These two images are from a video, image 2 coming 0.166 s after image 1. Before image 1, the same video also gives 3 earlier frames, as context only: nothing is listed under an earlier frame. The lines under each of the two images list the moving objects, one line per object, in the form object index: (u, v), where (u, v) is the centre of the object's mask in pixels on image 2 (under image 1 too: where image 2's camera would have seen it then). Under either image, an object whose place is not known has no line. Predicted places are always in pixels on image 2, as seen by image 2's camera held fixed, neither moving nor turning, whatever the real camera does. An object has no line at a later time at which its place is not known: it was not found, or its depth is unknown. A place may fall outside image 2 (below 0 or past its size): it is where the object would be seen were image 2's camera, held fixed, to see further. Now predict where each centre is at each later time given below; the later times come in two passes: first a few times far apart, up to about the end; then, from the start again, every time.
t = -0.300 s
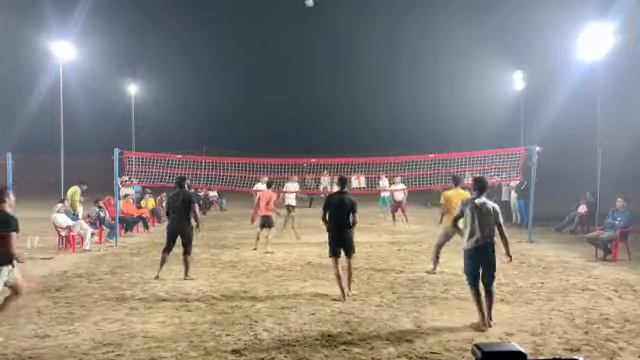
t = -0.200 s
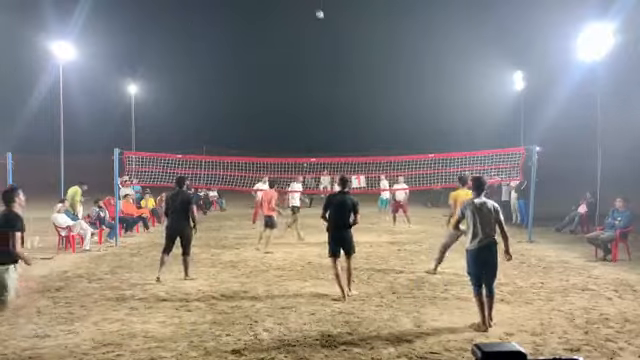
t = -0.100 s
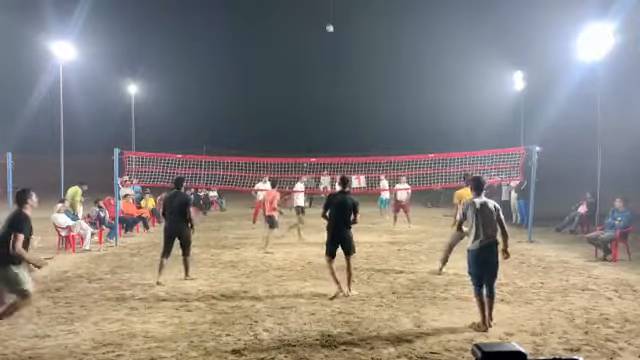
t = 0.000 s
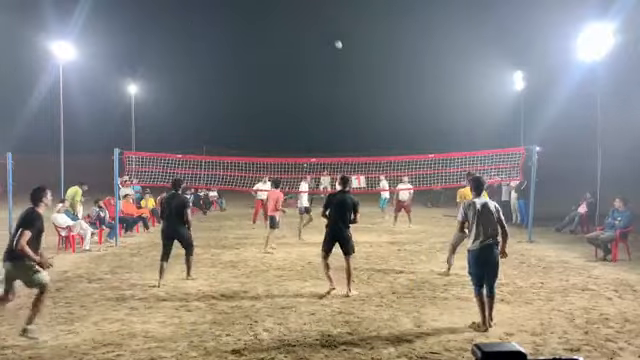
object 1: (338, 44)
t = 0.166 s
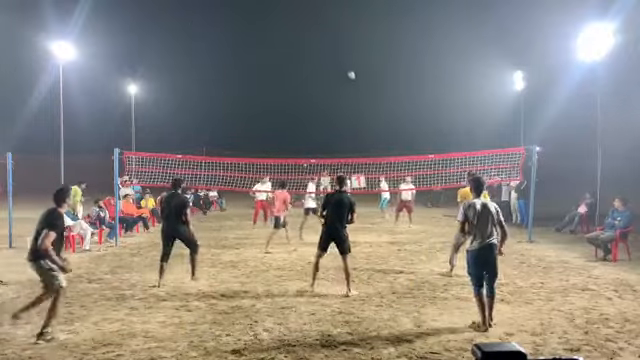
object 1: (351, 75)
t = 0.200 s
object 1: (354, 82)
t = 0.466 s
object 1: (370, 139)
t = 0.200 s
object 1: (354, 82)
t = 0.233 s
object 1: (356, 89)
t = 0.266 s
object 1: (358, 96)
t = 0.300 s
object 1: (360, 102)
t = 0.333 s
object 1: (362, 109)
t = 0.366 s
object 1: (364, 116)
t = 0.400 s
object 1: (366, 124)
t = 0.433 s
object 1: (368, 131)
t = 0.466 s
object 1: (370, 139)
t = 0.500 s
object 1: (371, 143)
